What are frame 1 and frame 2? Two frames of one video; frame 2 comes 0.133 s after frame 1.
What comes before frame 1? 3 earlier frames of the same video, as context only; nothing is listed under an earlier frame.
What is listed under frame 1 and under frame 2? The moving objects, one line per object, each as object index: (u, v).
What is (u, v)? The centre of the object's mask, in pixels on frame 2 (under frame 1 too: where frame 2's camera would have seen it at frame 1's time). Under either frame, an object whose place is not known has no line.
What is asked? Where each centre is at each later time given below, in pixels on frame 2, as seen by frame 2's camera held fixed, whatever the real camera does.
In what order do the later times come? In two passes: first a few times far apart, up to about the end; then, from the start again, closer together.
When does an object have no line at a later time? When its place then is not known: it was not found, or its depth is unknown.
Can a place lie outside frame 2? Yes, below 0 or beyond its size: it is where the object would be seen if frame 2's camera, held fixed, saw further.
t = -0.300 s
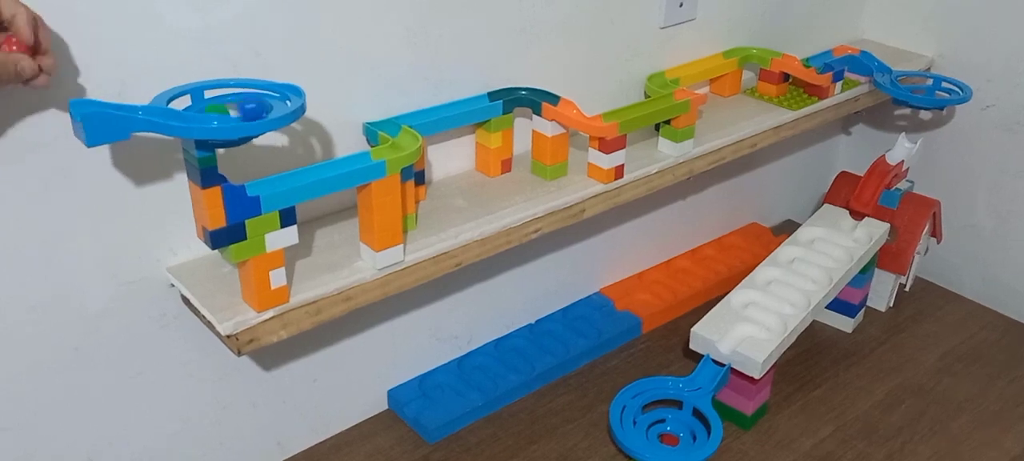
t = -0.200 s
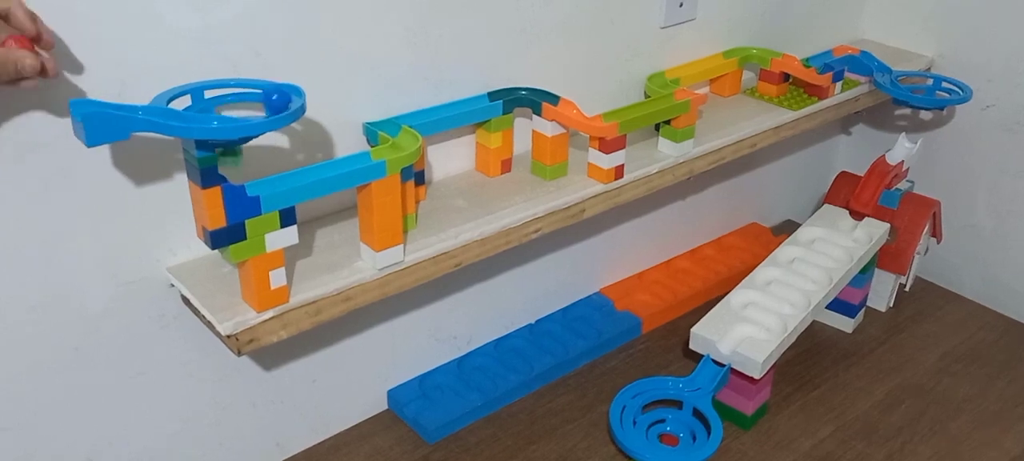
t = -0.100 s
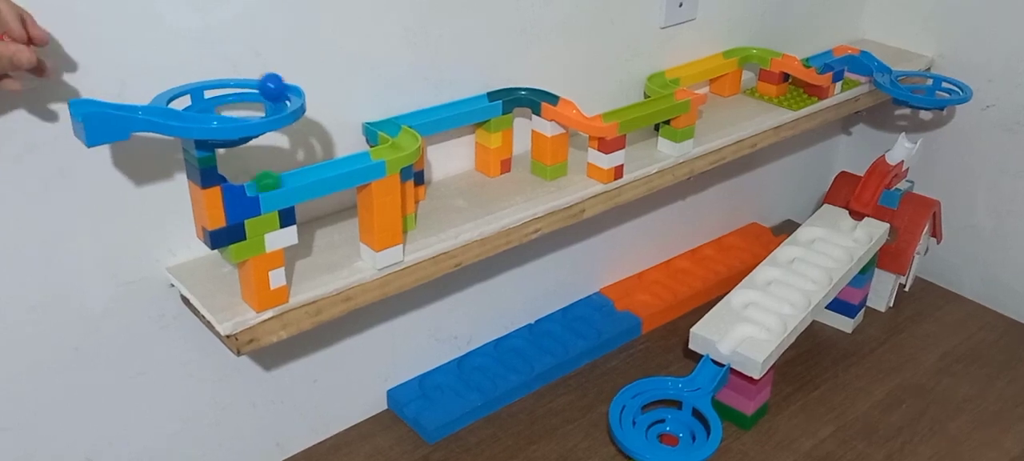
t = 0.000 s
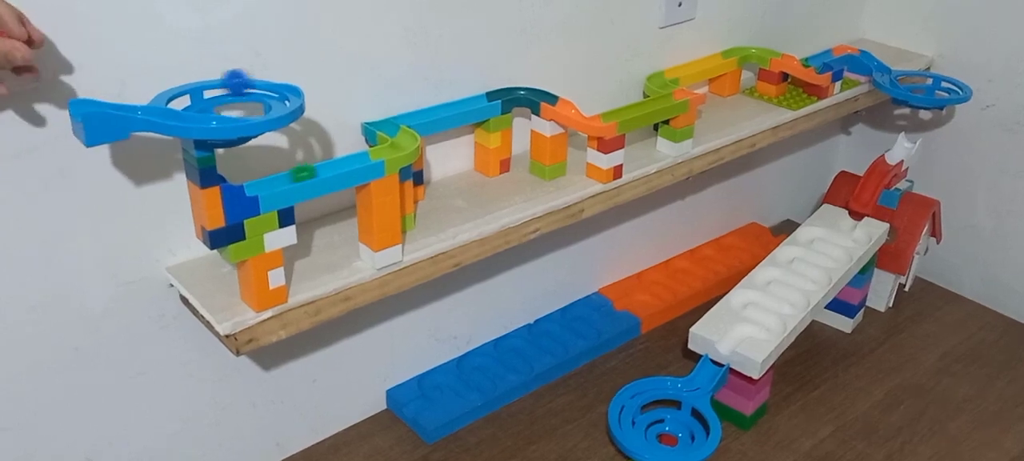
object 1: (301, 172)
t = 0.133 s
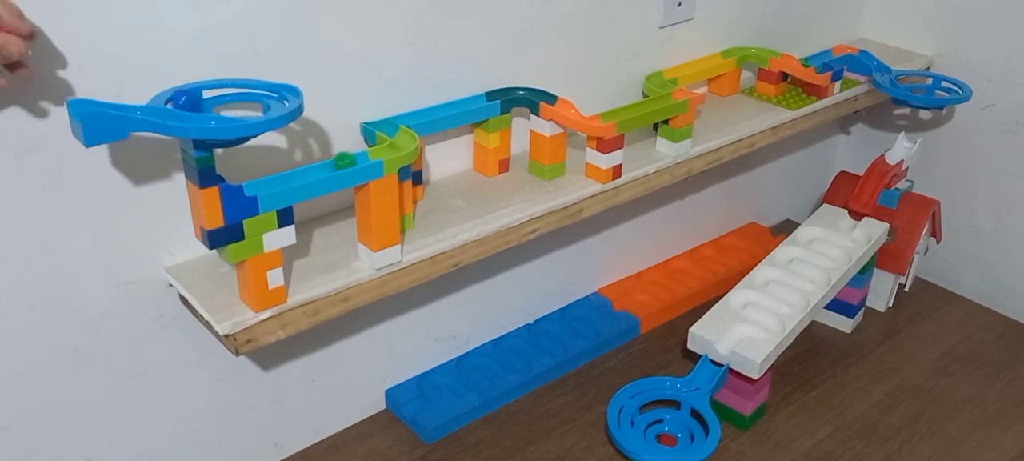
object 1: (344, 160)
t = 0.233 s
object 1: (371, 152)
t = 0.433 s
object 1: (403, 138)
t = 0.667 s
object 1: (375, 120)
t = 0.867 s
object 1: (419, 112)
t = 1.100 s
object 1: (485, 95)
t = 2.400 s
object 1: (688, 65)
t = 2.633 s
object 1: (723, 54)
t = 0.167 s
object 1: (355, 157)
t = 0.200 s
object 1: (364, 155)
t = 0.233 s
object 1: (371, 152)
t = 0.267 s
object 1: (379, 149)
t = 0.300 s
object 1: (387, 147)
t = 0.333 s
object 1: (394, 145)
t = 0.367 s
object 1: (399, 144)
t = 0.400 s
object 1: (402, 141)
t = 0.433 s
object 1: (403, 138)
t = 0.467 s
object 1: (402, 136)
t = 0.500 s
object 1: (397, 133)
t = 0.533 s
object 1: (392, 129)
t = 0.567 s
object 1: (388, 126)
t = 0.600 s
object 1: (385, 125)
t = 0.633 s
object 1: (378, 122)
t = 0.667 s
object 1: (375, 120)
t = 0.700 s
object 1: (375, 120)
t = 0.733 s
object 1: (377, 121)
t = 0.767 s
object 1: (383, 121)
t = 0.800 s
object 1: (400, 117)
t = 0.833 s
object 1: (409, 115)
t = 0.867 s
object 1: (419, 112)
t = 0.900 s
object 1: (428, 110)
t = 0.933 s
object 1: (438, 108)
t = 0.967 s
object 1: (448, 105)
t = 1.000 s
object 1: (457, 103)
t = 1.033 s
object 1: (467, 100)
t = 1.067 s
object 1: (476, 98)
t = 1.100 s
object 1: (485, 95)
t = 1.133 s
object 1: (493, 93)
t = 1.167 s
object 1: (501, 91)
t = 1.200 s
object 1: (511, 88)
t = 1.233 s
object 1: (519, 88)
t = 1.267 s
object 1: (528, 88)
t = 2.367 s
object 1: (682, 67)
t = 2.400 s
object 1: (688, 65)
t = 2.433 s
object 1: (694, 64)
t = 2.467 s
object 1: (699, 62)
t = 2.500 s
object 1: (704, 60)
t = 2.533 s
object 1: (709, 59)
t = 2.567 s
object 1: (714, 57)
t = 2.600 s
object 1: (719, 56)
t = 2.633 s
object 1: (723, 54)
